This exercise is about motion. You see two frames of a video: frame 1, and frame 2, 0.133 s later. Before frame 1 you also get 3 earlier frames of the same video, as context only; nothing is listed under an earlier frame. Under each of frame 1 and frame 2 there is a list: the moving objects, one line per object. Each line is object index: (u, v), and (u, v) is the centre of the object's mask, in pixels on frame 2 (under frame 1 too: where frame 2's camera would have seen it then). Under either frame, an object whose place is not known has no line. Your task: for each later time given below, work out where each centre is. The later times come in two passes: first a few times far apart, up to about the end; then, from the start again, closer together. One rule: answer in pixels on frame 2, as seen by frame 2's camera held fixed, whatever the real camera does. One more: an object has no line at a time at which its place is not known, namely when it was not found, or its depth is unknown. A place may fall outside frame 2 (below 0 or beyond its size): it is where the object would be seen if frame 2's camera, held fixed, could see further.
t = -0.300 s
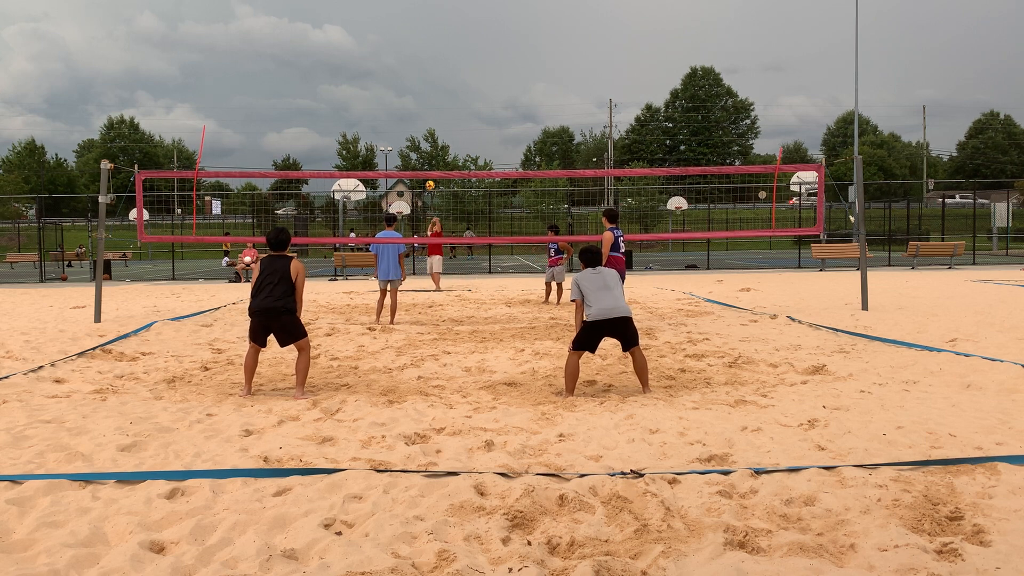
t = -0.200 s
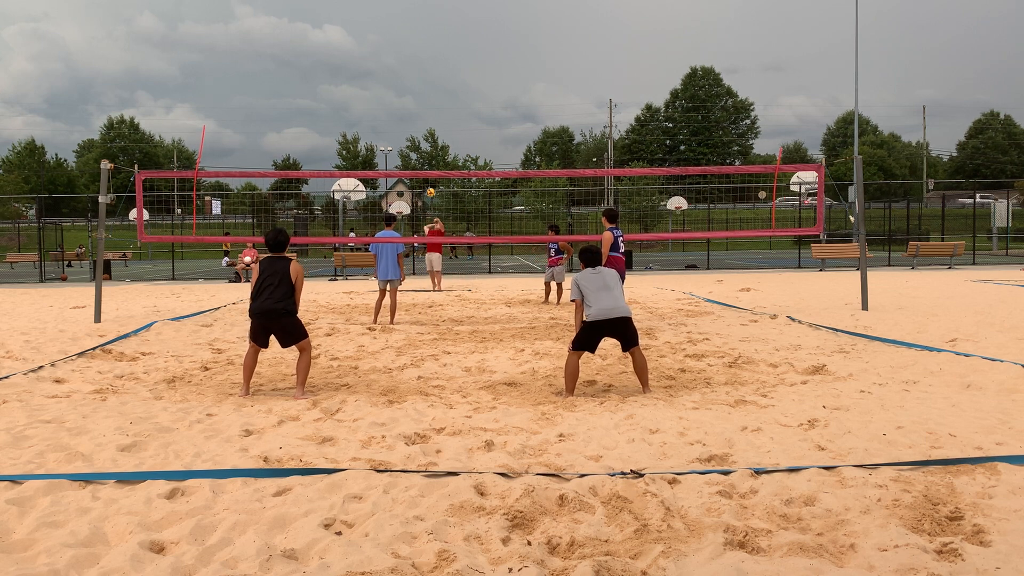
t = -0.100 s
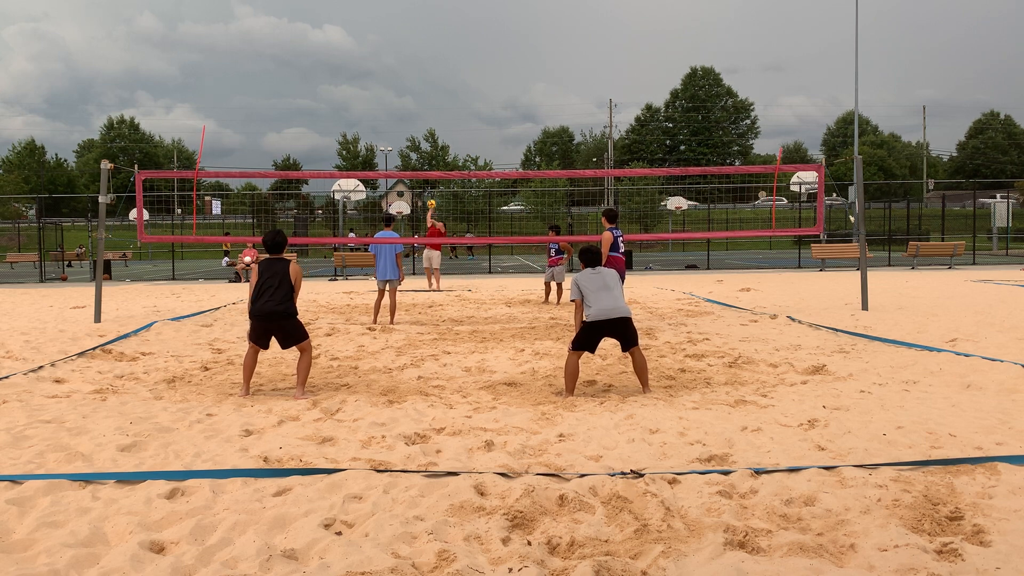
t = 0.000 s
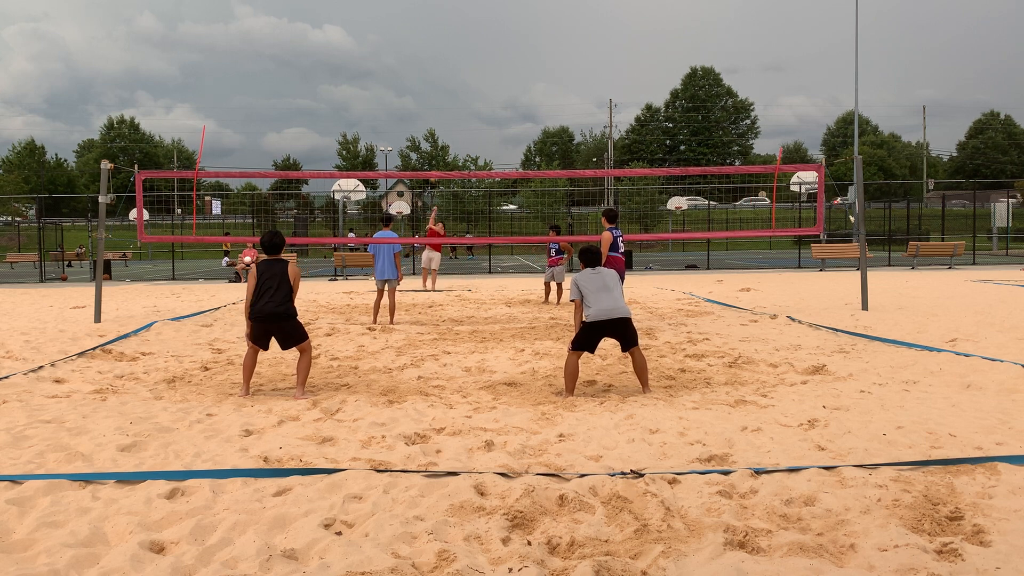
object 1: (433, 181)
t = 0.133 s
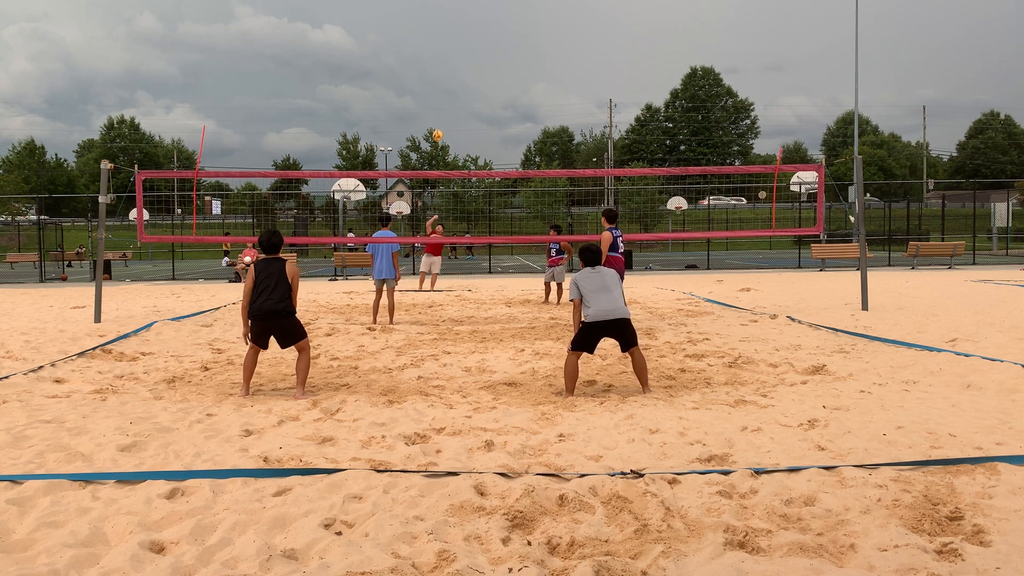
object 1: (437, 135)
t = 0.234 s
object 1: (441, 107)
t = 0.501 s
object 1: (456, 43)
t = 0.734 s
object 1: (472, 9)
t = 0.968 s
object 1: (495, 9)
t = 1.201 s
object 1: (525, 67)
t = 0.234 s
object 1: (441, 107)
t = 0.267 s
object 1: (443, 97)
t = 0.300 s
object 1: (444, 89)
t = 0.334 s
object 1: (446, 80)
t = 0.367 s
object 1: (448, 72)
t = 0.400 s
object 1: (450, 64)
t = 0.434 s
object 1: (451, 56)
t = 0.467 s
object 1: (454, 49)
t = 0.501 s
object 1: (456, 43)
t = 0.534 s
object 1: (458, 36)
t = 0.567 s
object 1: (460, 31)
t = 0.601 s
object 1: (462, 25)
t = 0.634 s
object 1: (465, 20)
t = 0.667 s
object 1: (467, 16)
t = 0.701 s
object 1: (470, 12)
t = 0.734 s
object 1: (472, 9)
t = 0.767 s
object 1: (475, 7)
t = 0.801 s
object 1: (478, 6)
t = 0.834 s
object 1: (481, 6)
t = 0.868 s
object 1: (484, 6)
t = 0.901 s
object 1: (488, 6)
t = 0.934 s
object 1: (491, 8)
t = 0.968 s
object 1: (495, 9)
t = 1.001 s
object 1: (499, 14)
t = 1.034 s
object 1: (503, 19)
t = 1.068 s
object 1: (507, 25)
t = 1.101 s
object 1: (512, 33)
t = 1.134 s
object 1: (516, 43)
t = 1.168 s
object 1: (520, 54)
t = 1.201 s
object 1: (525, 67)
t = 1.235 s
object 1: (530, 82)
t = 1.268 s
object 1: (534, 99)
